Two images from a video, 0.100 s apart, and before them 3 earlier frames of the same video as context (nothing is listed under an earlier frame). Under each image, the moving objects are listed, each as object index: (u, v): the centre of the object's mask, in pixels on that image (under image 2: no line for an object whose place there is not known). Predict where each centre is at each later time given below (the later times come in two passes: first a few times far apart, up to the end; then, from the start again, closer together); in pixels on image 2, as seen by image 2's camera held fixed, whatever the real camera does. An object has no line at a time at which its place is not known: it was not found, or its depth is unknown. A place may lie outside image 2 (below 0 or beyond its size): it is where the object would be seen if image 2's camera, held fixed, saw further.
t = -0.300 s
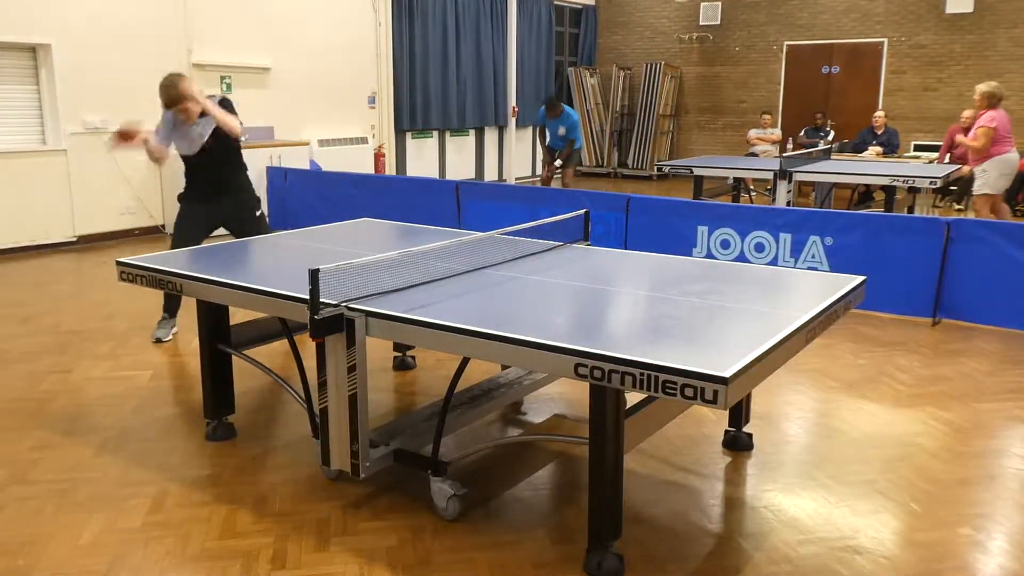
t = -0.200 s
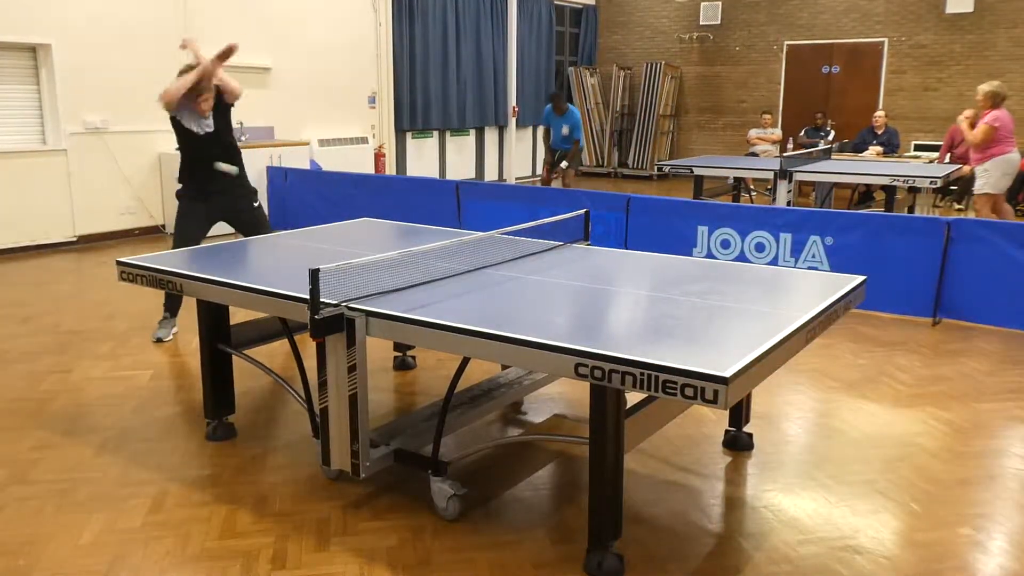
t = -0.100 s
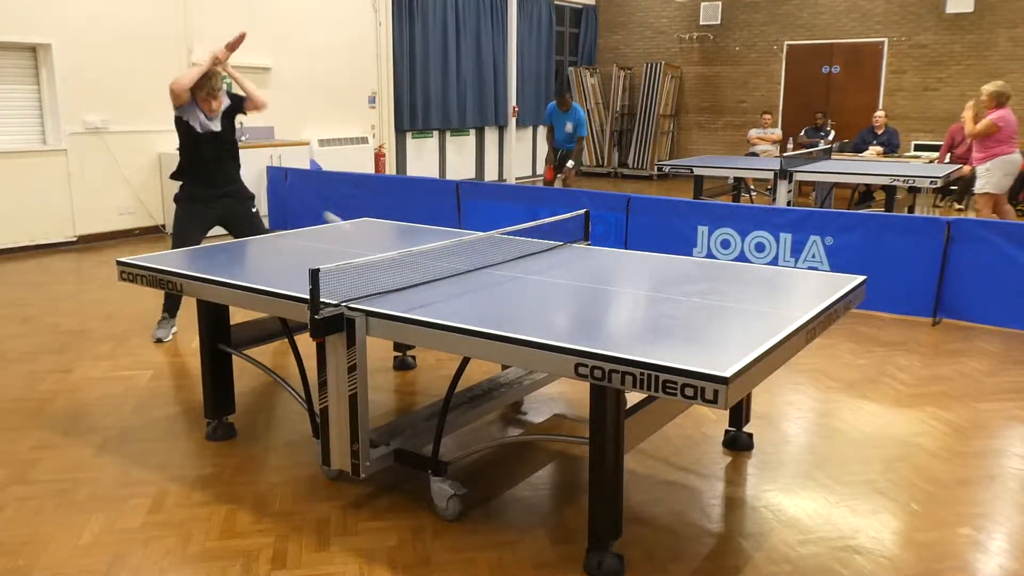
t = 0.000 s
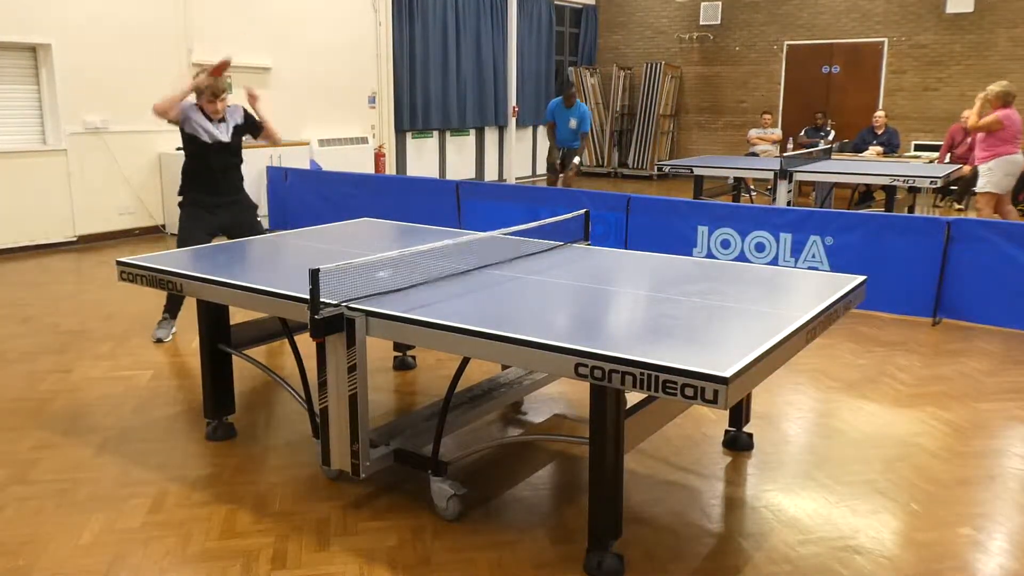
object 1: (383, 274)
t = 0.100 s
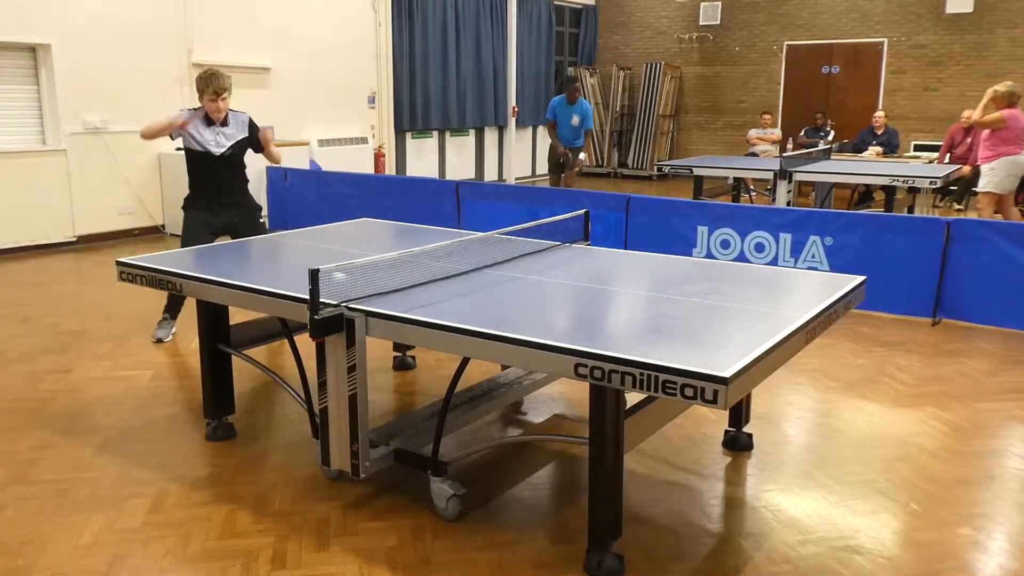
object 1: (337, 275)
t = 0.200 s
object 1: (300, 273)
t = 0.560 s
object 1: (180, 463)
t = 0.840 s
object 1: (123, 380)
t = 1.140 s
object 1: (80, 475)
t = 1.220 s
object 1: (74, 546)
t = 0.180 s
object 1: (304, 273)
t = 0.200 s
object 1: (300, 273)
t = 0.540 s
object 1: (187, 445)
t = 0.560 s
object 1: (180, 463)
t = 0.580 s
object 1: (174, 481)
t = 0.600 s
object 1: (169, 484)
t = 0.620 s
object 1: (164, 469)
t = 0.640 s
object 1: (161, 456)
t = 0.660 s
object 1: (157, 445)
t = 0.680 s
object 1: (153, 435)
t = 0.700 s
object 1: (148, 424)
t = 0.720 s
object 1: (145, 415)
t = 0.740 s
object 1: (141, 407)
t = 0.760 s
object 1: (137, 399)
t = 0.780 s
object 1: (134, 393)
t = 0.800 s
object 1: (130, 388)
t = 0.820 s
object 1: (126, 383)
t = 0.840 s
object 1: (123, 380)
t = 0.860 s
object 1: (119, 379)
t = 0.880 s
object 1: (116, 378)
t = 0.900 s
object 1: (113, 378)
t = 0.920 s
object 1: (110, 379)
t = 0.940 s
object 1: (107, 382)
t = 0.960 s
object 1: (103, 385)
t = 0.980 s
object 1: (100, 390)
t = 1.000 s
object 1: (97, 396)
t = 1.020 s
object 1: (94, 403)
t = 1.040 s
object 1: (92, 413)
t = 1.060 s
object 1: (89, 423)
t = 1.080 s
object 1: (86, 434)
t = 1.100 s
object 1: (84, 446)
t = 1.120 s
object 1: (82, 460)
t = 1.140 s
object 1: (80, 475)
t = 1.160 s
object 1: (78, 491)
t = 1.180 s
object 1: (76, 508)
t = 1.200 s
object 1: (75, 526)
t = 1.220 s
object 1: (74, 546)
